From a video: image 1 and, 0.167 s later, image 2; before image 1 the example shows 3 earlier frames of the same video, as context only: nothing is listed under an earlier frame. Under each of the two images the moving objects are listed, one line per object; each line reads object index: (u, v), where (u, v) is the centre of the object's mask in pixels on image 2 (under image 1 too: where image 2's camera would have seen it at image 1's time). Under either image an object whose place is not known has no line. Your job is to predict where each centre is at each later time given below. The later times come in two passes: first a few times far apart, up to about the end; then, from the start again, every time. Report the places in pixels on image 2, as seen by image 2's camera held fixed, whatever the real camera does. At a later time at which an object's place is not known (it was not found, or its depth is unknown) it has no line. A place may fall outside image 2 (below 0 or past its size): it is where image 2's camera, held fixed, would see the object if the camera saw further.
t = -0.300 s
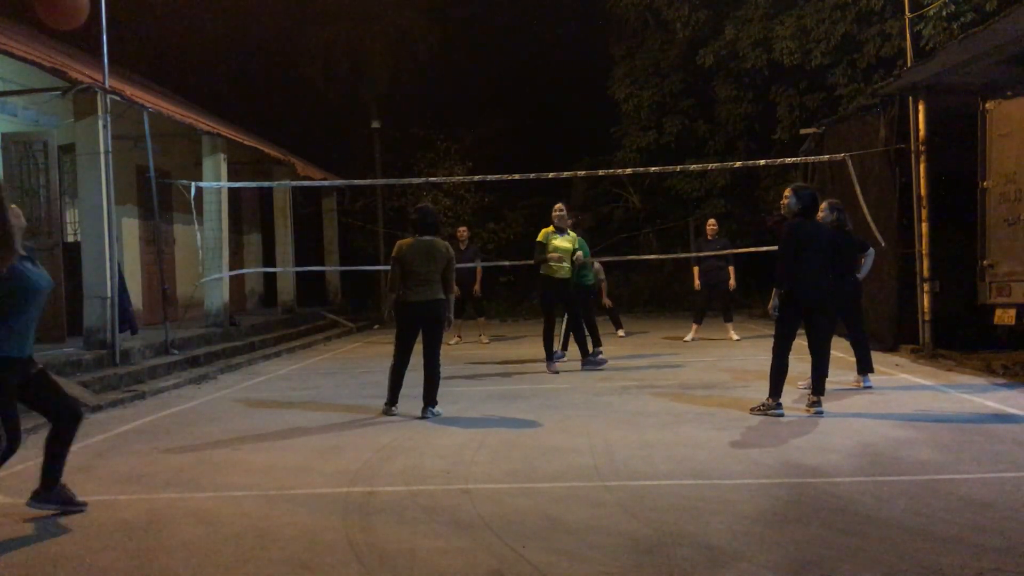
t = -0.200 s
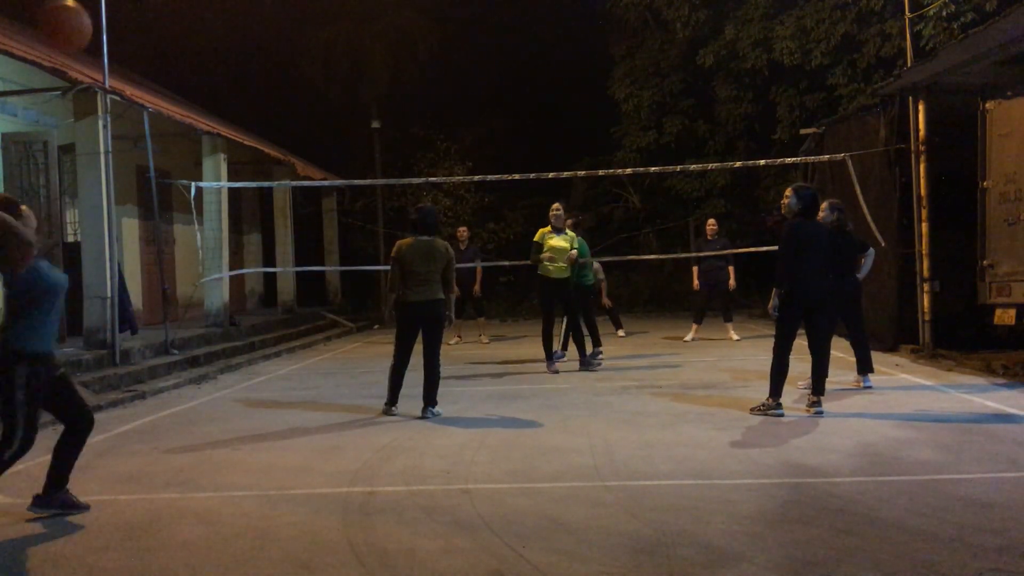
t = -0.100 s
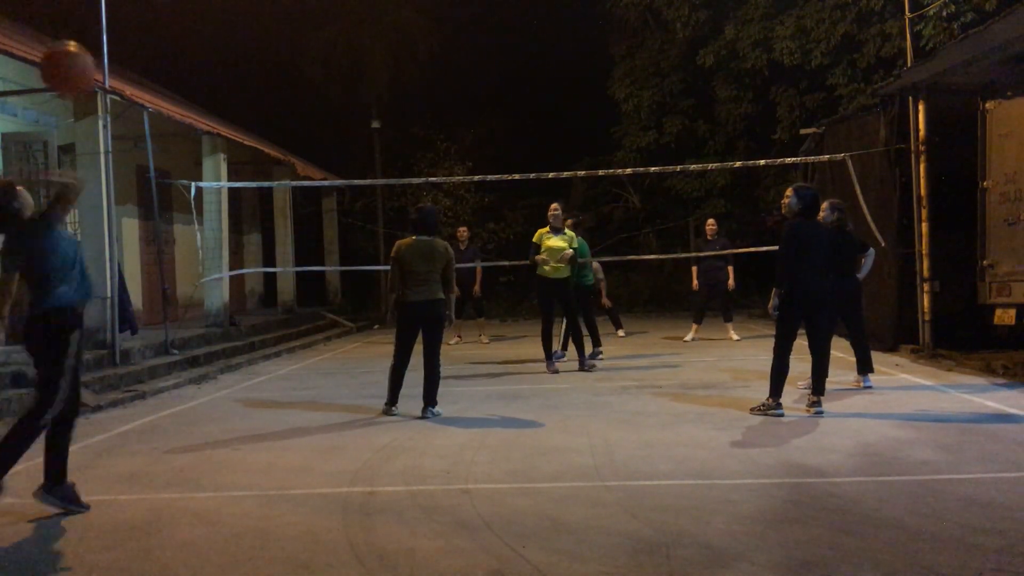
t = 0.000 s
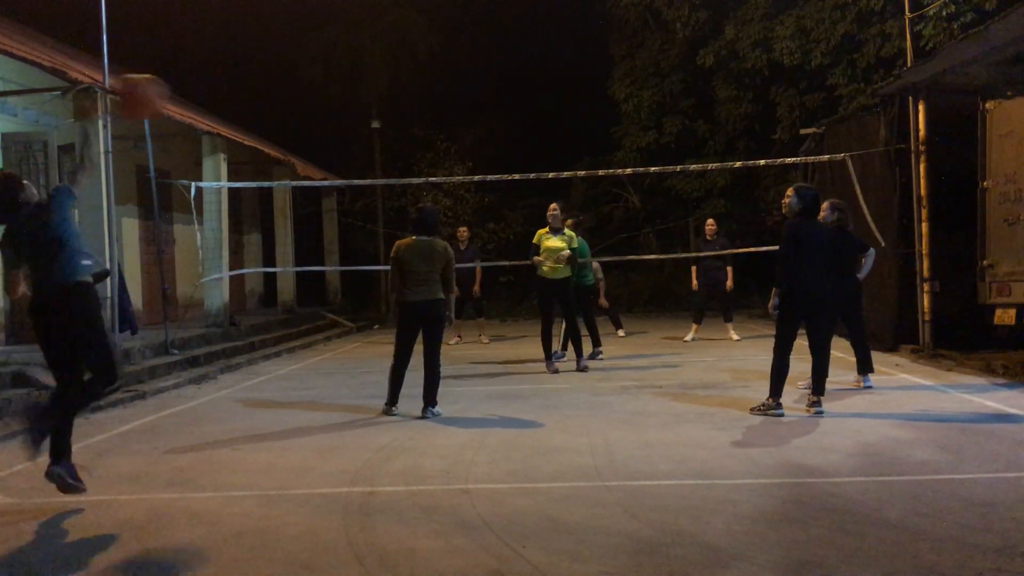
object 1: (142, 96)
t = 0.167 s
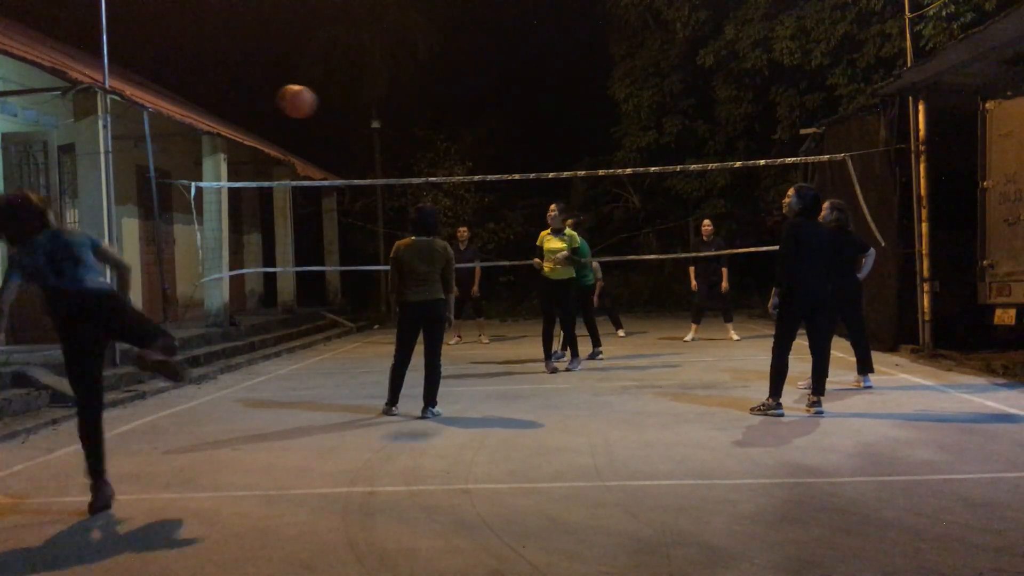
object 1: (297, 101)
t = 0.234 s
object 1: (335, 109)
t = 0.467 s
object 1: (432, 155)
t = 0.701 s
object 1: (491, 222)
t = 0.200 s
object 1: (316, 105)
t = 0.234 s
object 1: (335, 109)
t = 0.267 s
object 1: (352, 114)
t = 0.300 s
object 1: (367, 118)
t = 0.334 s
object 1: (383, 124)
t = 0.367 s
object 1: (397, 131)
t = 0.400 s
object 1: (409, 138)
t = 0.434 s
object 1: (422, 147)
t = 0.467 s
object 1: (432, 155)
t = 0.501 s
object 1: (442, 163)
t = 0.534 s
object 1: (451, 169)
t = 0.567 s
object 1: (461, 181)
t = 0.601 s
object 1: (469, 192)
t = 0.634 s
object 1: (477, 201)
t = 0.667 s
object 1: (484, 211)
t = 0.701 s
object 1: (491, 222)
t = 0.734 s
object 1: (497, 233)
